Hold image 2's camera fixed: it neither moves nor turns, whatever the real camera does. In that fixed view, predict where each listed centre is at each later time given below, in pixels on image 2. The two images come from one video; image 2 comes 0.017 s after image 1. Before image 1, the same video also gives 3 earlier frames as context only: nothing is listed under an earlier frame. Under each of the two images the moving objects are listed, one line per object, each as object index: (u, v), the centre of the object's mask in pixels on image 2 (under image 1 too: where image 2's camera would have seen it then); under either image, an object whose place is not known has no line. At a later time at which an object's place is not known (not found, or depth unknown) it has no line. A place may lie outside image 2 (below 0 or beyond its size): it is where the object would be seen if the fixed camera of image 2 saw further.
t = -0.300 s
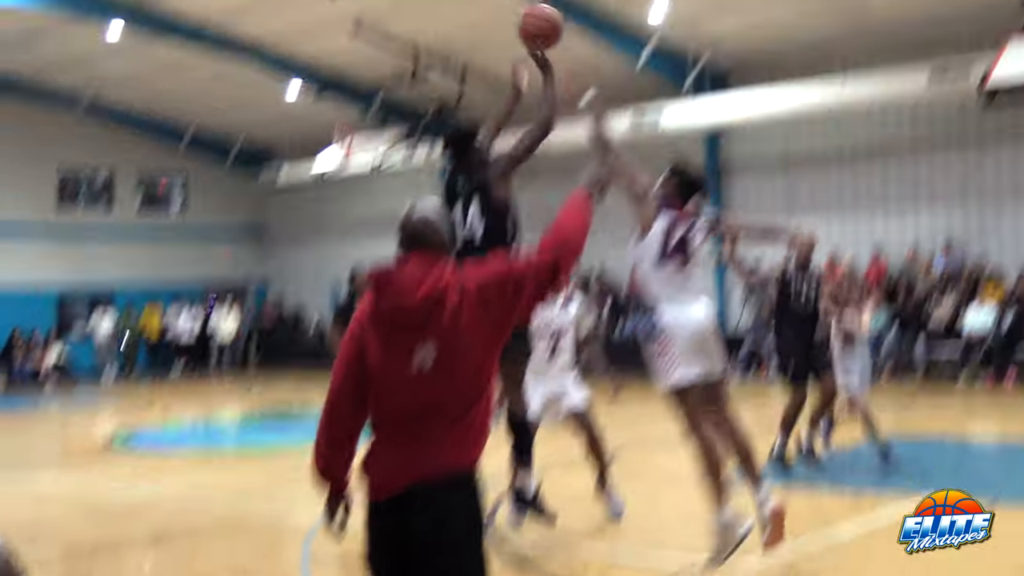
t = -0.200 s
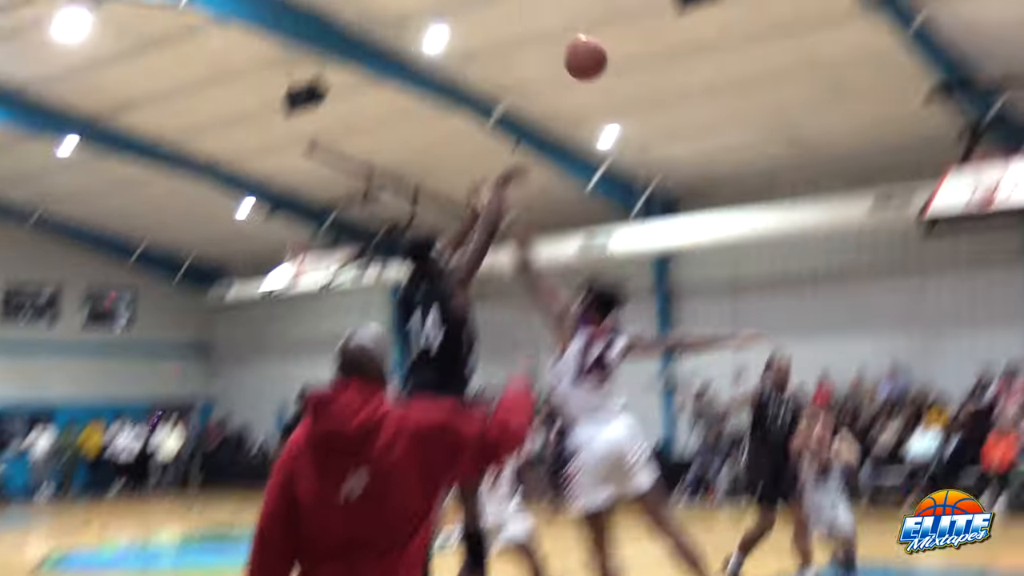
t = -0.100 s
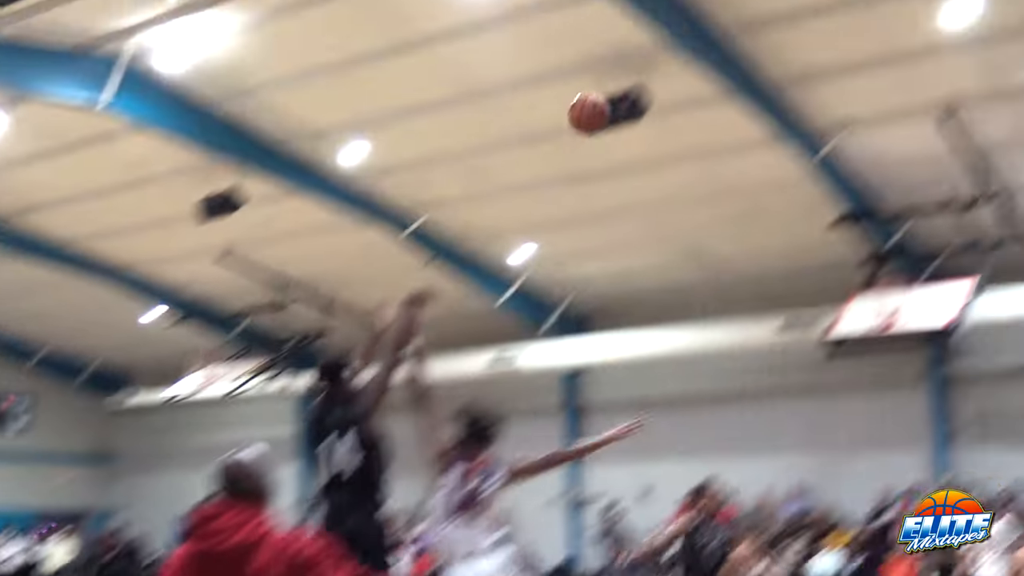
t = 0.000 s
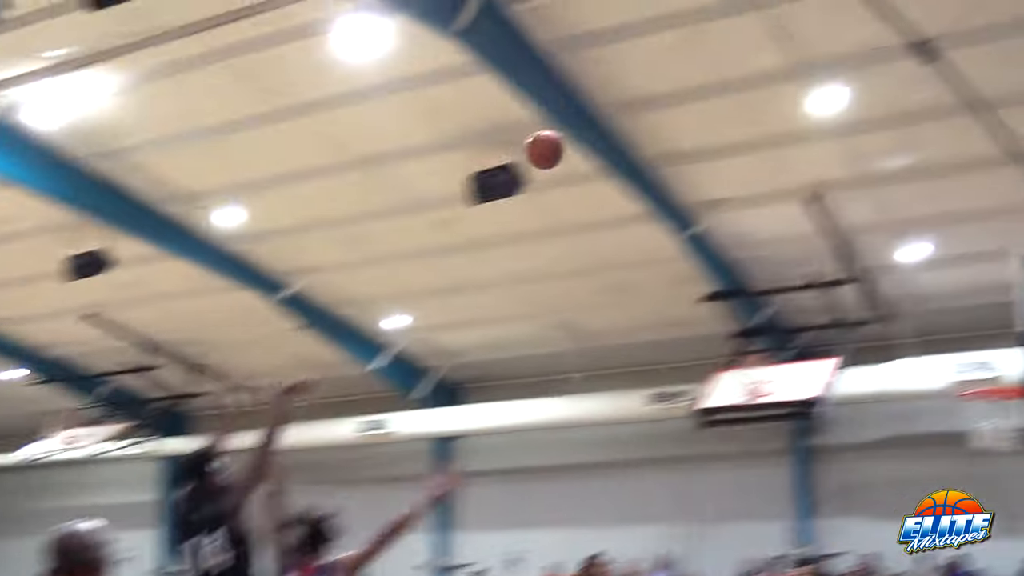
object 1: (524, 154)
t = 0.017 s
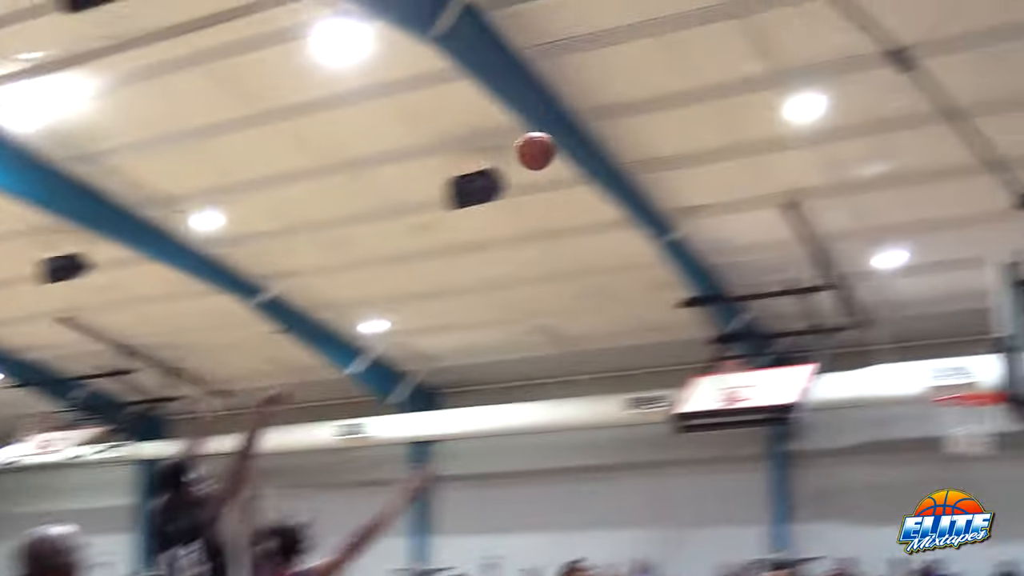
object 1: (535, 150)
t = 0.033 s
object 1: (547, 146)
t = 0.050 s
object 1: (559, 143)
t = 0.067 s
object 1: (570, 140)
